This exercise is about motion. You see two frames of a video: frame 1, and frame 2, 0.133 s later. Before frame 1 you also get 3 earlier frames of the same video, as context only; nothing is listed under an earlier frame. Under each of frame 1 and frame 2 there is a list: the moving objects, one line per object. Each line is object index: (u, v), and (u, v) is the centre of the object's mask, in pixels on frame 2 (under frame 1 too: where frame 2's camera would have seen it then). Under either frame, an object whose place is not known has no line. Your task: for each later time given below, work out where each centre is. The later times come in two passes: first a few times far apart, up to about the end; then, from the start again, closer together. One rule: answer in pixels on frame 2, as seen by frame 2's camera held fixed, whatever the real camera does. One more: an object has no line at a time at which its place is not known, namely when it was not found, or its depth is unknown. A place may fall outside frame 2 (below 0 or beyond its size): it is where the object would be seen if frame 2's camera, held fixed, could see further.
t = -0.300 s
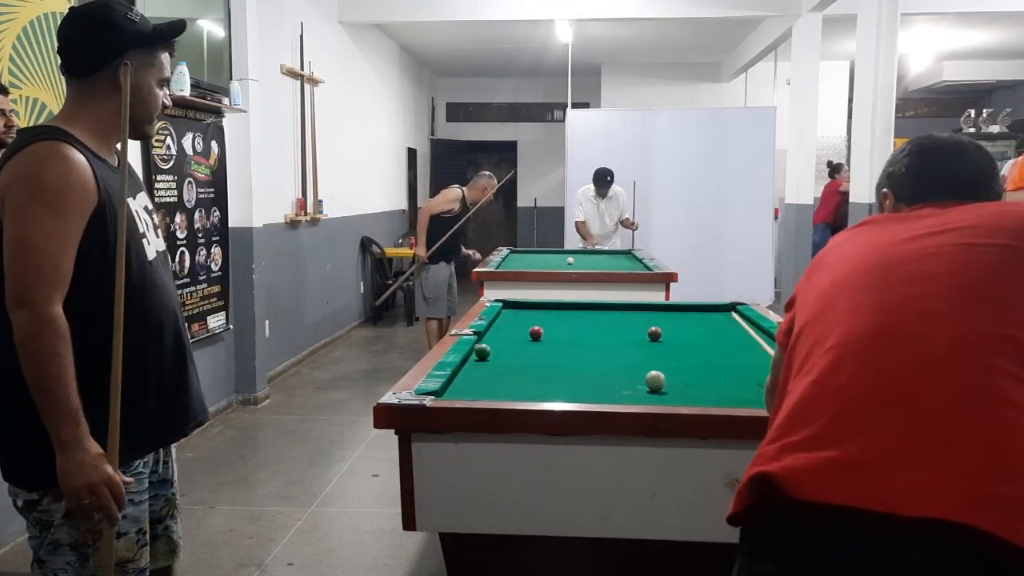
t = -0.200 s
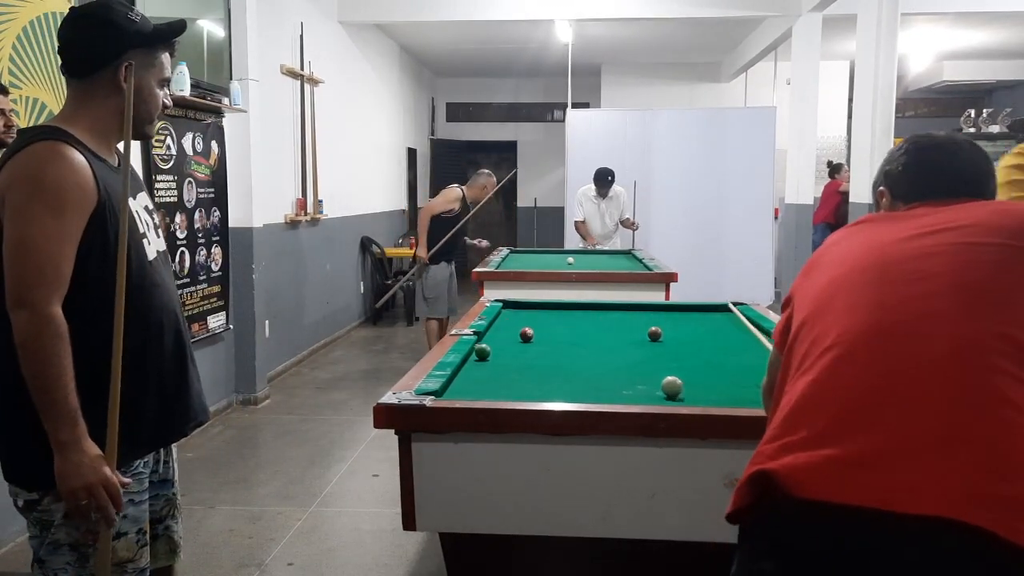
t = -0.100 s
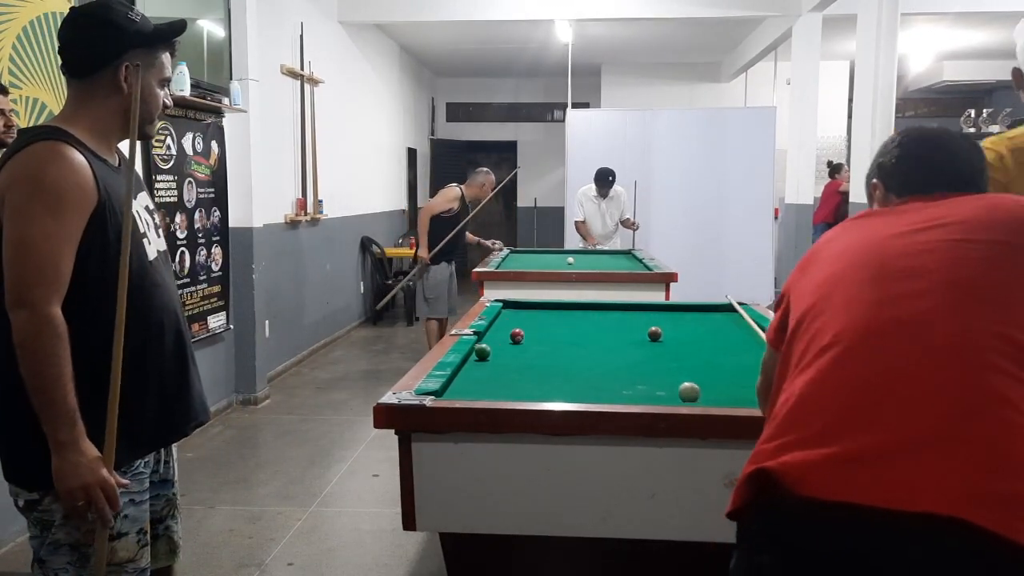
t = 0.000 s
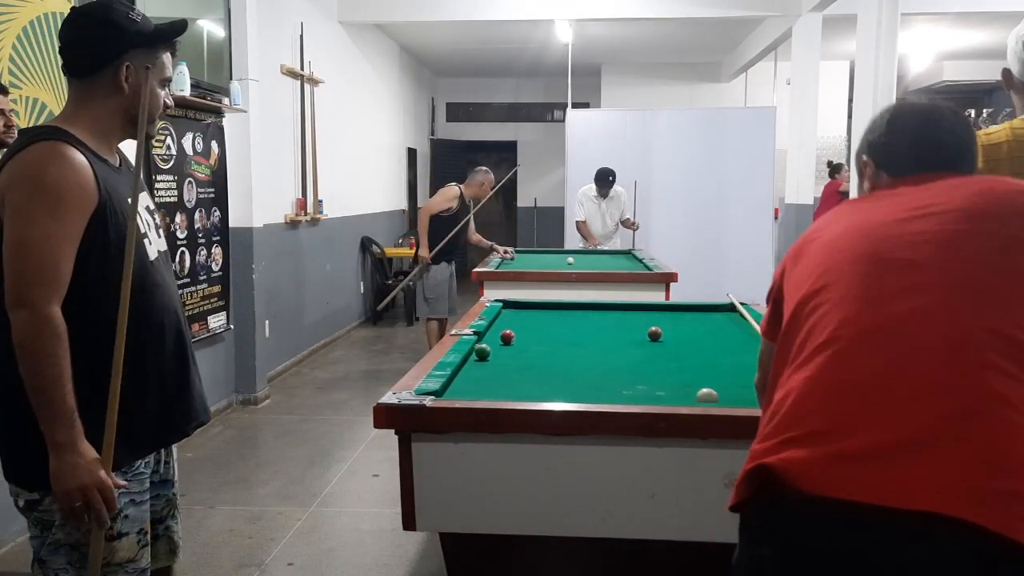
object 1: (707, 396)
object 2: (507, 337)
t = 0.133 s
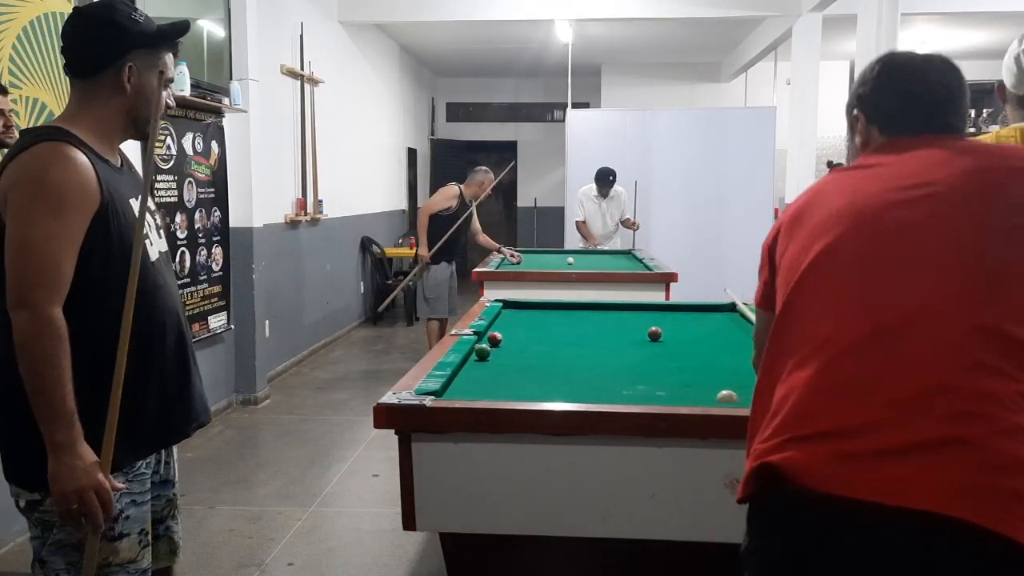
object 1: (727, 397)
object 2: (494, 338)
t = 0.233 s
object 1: (736, 395)
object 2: (486, 339)
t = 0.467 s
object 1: (756, 389)
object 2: (496, 342)
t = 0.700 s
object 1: (777, 381)
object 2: (507, 343)
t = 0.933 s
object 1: (794, 375)
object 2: (517, 344)
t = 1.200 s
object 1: (807, 369)
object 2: (527, 345)
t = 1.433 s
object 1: (789, 364)
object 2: (533, 346)
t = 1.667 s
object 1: (773, 360)
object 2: (539, 346)
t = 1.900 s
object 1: (760, 357)
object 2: (543, 346)
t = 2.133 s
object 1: (748, 353)
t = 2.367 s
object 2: (542, 347)
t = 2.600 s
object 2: (542, 347)
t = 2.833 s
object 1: (725, 347)
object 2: (542, 347)
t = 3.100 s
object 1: (720, 345)
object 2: (542, 346)
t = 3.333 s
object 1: (716, 344)
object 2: (542, 346)
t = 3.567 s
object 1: (713, 344)
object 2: (543, 347)
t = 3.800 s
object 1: (712, 343)
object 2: (542, 347)
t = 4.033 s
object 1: (711, 343)
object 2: (542, 346)
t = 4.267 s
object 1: (711, 343)
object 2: (542, 347)
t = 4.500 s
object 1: (711, 343)
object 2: (542, 347)
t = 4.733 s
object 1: (711, 343)
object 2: (542, 347)
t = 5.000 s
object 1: (711, 343)
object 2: (542, 347)
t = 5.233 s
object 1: (711, 343)
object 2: (542, 347)
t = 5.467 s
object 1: (711, 343)
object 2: (542, 347)
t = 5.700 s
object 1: (711, 343)
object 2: (542, 347)
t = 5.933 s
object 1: (711, 343)
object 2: (542, 347)
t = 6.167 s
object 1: (711, 343)
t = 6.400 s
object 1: (711, 343)
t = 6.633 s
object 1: (711, 343)
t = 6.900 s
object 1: (711, 343)
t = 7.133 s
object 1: (712, 343)
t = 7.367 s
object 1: (712, 343)
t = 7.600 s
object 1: (712, 343)
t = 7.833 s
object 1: (712, 343)
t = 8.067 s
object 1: (712, 343)
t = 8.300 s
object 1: (712, 343)
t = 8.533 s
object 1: (711, 343)
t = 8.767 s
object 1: (712, 343)
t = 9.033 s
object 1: (712, 343)
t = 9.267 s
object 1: (712, 343)
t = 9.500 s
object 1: (712, 342)
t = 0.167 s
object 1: (730, 396)
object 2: (492, 339)
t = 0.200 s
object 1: (733, 396)
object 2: (489, 339)
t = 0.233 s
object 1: (736, 395)
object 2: (486, 339)
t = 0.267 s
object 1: (740, 394)
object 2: (486, 339)
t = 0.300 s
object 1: (743, 394)
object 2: (487, 339)
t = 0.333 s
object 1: (746, 393)
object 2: (489, 340)
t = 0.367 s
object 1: (750, 392)
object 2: (491, 340)
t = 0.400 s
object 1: (752, 391)
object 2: (493, 341)
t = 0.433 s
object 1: (754, 390)
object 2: (495, 341)
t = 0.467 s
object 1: (756, 389)
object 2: (496, 342)
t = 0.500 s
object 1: (759, 388)
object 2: (498, 342)
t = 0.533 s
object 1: (762, 387)
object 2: (499, 342)
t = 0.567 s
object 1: (765, 386)
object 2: (501, 342)
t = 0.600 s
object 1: (768, 384)
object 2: (502, 342)
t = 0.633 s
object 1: (771, 383)
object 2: (503, 343)
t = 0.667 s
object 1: (774, 382)
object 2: (505, 343)
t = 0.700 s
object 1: (777, 381)
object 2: (507, 343)
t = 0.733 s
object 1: (779, 380)
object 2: (509, 343)
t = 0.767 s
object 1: (782, 379)
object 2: (510, 343)
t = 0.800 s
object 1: (784, 379)
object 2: (512, 344)
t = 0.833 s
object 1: (786, 378)
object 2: (513, 344)
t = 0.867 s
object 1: (789, 377)
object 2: (515, 344)
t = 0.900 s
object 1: (791, 376)
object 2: (516, 344)
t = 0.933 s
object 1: (794, 375)
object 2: (517, 344)
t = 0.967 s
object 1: (796, 374)
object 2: (519, 345)
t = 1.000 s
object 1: (798, 374)
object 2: (520, 344)
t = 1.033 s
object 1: (800, 373)
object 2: (521, 345)
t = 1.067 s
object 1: (803, 372)
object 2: (522, 345)
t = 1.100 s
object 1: (805, 371)
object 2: (524, 345)
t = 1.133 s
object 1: (807, 370)
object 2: (525, 345)
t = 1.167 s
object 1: (809, 369)
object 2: (526, 345)
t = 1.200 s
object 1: (807, 369)
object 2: (527, 345)
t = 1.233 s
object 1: (804, 368)
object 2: (528, 345)
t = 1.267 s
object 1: (802, 367)
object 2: (529, 346)
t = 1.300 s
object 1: (799, 366)
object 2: (530, 346)
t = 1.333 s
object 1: (797, 366)
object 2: (531, 346)
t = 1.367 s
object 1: (794, 365)
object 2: (532, 346)
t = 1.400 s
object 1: (791, 365)
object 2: (533, 346)
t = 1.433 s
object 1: (789, 364)
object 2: (533, 346)
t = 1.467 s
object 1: (787, 363)
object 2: (534, 346)
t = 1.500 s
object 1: (784, 363)
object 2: (535, 346)
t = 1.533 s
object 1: (782, 362)
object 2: (536, 346)
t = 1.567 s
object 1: (780, 362)
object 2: (537, 346)
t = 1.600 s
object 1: (777, 361)
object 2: (537, 346)
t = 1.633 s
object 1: (775, 361)
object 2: (538, 346)
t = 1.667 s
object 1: (773, 360)
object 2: (539, 346)
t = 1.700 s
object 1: (771, 360)
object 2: (539, 346)
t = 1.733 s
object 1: (769, 359)
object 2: (540, 346)
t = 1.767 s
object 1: (767, 358)
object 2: (540, 346)
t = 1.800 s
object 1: (765, 358)
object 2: (541, 347)
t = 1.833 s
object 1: (764, 358)
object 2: (541, 347)
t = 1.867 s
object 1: (762, 357)
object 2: (541, 347)
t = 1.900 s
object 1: (760, 357)
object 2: (543, 346)
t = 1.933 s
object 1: (758, 356)
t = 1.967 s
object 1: (756, 356)
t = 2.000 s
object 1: (755, 355)
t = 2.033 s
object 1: (753, 355)
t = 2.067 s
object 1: (752, 355)
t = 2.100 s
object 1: (752, 354)
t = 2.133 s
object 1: (748, 353)
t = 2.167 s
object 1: (747, 353)
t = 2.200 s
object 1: (746, 353)
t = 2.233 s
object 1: (748, 350)
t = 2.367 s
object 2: (542, 347)
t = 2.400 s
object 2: (542, 347)
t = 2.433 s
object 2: (542, 347)
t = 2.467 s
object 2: (542, 347)
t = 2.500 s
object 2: (542, 346)
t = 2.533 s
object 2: (542, 346)
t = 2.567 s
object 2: (542, 347)
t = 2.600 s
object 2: (542, 347)
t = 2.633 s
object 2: (542, 346)
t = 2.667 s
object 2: (542, 346)
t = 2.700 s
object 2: (542, 346)
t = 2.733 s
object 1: (725, 348)
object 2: (542, 347)
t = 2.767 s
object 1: (727, 347)
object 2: (542, 347)
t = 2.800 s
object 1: (726, 347)
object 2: (542, 347)
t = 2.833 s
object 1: (725, 347)
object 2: (542, 347)
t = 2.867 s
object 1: (724, 347)
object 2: (542, 346)
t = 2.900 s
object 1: (724, 346)
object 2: (542, 347)
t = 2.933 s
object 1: (723, 346)
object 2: (542, 346)
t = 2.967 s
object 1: (722, 346)
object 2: (542, 346)
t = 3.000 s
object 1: (722, 346)
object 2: (542, 346)
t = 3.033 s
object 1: (721, 346)
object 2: (542, 346)
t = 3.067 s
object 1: (720, 346)
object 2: (542, 347)
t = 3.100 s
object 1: (720, 345)
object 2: (542, 346)
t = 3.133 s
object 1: (719, 345)
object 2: (542, 347)
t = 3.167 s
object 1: (719, 345)
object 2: (542, 347)
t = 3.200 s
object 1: (718, 345)
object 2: (542, 346)
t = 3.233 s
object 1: (718, 345)
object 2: (542, 347)
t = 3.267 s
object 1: (717, 345)
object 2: (542, 347)
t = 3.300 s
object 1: (717, 344)
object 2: (542, 347)
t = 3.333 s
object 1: (716, 344)
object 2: (542, 346)
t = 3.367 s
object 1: (716, 344)
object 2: (543, 346)
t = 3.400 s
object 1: (715, 344)
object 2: (542, 347)
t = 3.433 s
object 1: (715, 344)
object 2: (542, 347)
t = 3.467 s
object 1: (714, 344)
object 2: (542, 347)
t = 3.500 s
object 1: (714, 344)
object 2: (542, 347)
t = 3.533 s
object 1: (714, 344)
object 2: (543, 347)
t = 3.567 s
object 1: (713, 344)
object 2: (543, 347)
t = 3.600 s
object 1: (713, 343)
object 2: (542, 347)
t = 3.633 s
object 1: (712, 343)
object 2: (542, 346)
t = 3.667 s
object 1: (712, 343)
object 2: (542, 346)
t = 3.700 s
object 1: (712, 342)
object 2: (542, 346)
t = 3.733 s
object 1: (712, 343)
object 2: (542, 346)
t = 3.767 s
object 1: (712, 343)
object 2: (542, 347)
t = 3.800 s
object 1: (712, 343)
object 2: (542, 347)
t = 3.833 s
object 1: (711, 343)
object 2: (542, 347)
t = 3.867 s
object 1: (711, 343)
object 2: (542, 347)
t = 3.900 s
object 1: (711, 343)
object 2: (542, 346)
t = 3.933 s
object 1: (711, 343)
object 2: (542, 347)
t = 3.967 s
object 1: (711, 343)
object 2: (542, 346)
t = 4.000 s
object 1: (711, 343)
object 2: (542, 346)
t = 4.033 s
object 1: (711, 343)
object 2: (542, 346)
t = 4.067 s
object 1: (711, 342)
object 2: (542, 346)
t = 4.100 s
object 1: (711, 343)
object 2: (542, 347)
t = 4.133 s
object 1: (711, 343)
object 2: (542, 347)
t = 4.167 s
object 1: (711, 343)
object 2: (542, 347)
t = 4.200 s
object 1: (712, 343)
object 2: (542, 347)
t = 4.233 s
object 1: (711, 343)
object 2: (542, 347)
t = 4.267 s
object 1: (711, 343)
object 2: (542, 347)
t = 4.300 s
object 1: (711, 343)
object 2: (542, 346)
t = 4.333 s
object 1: (711, 343)
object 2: (542, 347)
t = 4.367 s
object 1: (711, 343)
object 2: (542, 347)
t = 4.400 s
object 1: (711, 343)
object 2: (542, 347)
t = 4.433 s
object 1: (711, 343)
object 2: (542, 347)
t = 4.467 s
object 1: (711, 343)
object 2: (542, 347)
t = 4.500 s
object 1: (711, 343)
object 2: (542, 347)
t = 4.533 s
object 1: (711, 343)
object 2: (542, 347)
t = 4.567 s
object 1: (711, 343)
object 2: (542, 347)
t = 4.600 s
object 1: (711, 343)
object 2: (542, 347)
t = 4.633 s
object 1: (711, 343)
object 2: (542, 347)
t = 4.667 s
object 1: (711, 343)
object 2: (542, 347)
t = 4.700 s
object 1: (711, 343)
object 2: (542, 347)
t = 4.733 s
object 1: (711, 343)
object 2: (542, 347)
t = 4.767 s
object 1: (711, 343)
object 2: (542, 347)
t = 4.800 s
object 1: (711, 343)
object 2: (542, 347)
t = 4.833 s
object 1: (711, 343)
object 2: (542, 347)
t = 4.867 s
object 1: (711, 343)
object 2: (542, 347)
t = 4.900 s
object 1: (711, 343)
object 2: (542, 347)
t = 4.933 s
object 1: (711, 343)
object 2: (542, 347)
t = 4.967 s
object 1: (711, 343)
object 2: (542, 347)
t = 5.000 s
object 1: (711, 343)
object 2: (542, 347)
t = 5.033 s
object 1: (711, 343)
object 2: (542, 347)
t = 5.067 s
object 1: (711, 343)
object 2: (542, 347)
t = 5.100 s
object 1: (711, 343)
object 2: (542, 347)
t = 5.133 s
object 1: (711, 343)
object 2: (542, 347)
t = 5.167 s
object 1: (711, 343)
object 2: (542, 347)
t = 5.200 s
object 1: (711, 343)
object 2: (542, 347)
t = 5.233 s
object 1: (711, 343)
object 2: (542, 347)
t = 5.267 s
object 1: (711, 343)
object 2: (542, 347)
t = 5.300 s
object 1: (711, 343)
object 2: (542, 347)
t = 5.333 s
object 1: (711, 343)
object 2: (542, 346)
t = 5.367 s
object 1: (711, 343)
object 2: (542, 347)
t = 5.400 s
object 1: (711, 343)
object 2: (542, 347)
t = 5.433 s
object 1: (711, 343)
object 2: (542, 347)
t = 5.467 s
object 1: (711, 343)
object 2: (542, 347)
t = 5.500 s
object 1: (711, 342)
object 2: (542, 347)
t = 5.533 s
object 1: (711, 342)
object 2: (542, 347)
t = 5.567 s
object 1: (711, 342)
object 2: (542, 346)
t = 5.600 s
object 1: (711, 342)
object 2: (542, 347)
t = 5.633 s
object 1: (711, 342)
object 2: (542, 347)
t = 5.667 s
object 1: (711, 342)
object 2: (542, 347)
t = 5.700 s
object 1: (711, 343)
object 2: (542, 347)
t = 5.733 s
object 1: (711, 342)
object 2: (542, 347)
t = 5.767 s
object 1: (711, 343)
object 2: (542, 347)
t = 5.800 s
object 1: (711, 343)
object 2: (542, 347)
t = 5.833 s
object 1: (711, 343)
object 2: (542, 347)
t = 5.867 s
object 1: (711, 343)
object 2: (542, 347)
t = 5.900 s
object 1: (711, 343)
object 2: (542, 347)
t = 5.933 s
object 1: (711, 343)
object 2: (542, 347)
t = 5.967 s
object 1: (711, 343)
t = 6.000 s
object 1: (711, 343)
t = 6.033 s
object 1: (711, 343)
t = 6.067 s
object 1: (711, 343)
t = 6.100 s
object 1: (711, 343)
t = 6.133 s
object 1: (711, 343)
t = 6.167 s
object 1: (711, 343)
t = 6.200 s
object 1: (711, 343)
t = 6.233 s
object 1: (711, 343)
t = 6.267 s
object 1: (711, 343)
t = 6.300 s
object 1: (711, 343)
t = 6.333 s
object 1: (711, 343)
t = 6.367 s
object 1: (711, 343)
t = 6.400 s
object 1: (711, 343)
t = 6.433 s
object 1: (711, 343)
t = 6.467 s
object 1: (711, 343)
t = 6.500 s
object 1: (711, 343)
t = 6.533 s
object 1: (711, 343)
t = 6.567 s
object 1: (711, 343)
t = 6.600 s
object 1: (711, 343)
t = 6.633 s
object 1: (711, 343)
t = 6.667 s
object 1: (711, 343)
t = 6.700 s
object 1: (711, 343)
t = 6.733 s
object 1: (711, 343)
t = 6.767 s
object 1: (711, 343)
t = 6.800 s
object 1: (711, 343)
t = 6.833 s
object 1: (711, 343)
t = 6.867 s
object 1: (711, 343)
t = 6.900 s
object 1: (711, 343)
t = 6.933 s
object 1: (711, 343)
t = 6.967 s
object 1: (711, 343)
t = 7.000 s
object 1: (711, 343)
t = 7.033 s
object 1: (711, 343)
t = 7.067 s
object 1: (711, 343)
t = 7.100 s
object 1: (711, 343)
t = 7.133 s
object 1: (712, 343)
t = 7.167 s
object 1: (712, 343)
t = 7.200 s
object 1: (712, 343)
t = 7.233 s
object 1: (711, 343)
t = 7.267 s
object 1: (711, 343)
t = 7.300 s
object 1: (711, 343)
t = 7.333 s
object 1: (712, 343)
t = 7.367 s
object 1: (712, 343)
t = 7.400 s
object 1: (711, 343)
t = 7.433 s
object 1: (712, 343)
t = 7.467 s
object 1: (712, 343)
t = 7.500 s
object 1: (712, 343)
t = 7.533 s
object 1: (712, 343)
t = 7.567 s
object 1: (712, 343)
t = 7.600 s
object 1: (712, 343)
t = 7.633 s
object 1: (712, 343)
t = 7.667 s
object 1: (711, 343)
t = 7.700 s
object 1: (711, 343)
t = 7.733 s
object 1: (711, 343)
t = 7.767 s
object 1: (712, 343)
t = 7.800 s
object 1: (712, 343)
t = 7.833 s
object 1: (712, 343)
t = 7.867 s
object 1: (711, 343)
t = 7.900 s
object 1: (712, 343)
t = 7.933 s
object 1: (712, 343)
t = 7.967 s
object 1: (711, 343)
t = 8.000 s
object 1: (712, 343)
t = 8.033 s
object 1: (712, 343)
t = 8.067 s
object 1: (712, 343)
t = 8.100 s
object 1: (712, 343)
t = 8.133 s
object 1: (711, 343)
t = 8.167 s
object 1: (712, 343)
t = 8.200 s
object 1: (712, 343)
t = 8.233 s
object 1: (712, 343)
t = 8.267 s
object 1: (712, 343)
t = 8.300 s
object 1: (712, 343)
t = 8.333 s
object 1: (711, 343)
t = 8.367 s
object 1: (711, 343)
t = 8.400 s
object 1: (711, 343)
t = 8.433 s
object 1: (711, 343)
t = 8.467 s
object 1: (711, 343)
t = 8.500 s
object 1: (712, 343)
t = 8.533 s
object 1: (711, 343)
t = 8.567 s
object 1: (712, 343)
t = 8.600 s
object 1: (711, 343)
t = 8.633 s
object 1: (712, 343)
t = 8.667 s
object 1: (712, 343)
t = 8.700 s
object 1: (712, 343)
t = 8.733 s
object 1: (711, 343)
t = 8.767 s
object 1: (712, 343)
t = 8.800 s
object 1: (712, 343)
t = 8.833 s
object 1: (712, 343)
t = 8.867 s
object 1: (712, 343)
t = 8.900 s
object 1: (712, 343)
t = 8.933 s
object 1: (712, 343)
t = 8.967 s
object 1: (712, 343)
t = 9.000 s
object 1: (712, 343)
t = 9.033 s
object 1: (712, 343)
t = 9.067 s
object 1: (712, 343)
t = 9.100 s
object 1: (712, 343)
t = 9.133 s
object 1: (712, 343)
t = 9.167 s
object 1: (712, 343)
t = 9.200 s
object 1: (712, 343)
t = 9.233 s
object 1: (712, 343)
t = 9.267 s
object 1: (712, 343)
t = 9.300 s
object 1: (712, 343)
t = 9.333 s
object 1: (711, 343)
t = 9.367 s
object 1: (711, 343)
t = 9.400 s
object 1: (711, 343)
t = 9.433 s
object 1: (711, 343)
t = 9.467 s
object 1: (712, 342)
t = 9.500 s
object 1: (712, 342)
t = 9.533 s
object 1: (712, 342)
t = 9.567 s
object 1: (711, 343)
